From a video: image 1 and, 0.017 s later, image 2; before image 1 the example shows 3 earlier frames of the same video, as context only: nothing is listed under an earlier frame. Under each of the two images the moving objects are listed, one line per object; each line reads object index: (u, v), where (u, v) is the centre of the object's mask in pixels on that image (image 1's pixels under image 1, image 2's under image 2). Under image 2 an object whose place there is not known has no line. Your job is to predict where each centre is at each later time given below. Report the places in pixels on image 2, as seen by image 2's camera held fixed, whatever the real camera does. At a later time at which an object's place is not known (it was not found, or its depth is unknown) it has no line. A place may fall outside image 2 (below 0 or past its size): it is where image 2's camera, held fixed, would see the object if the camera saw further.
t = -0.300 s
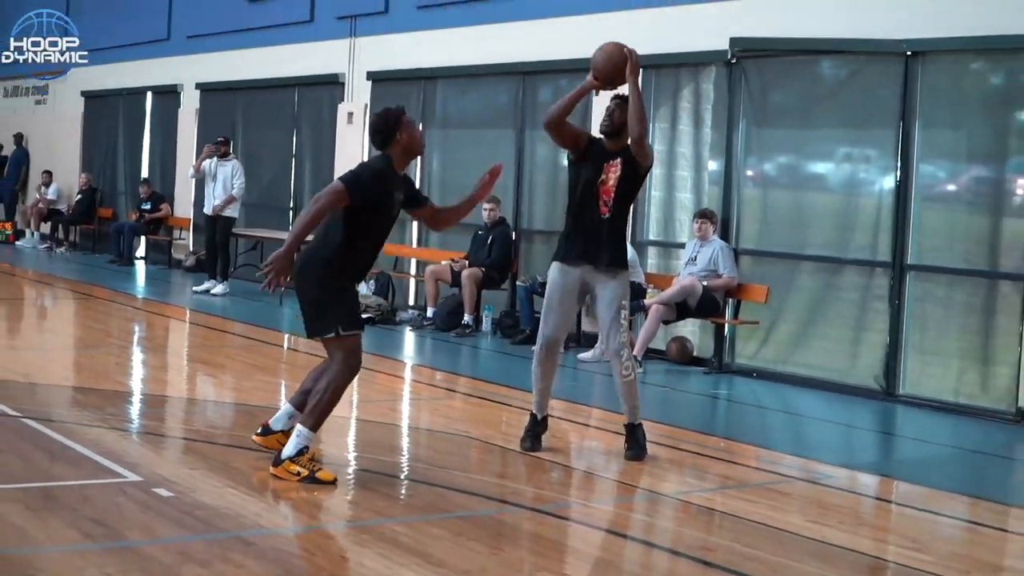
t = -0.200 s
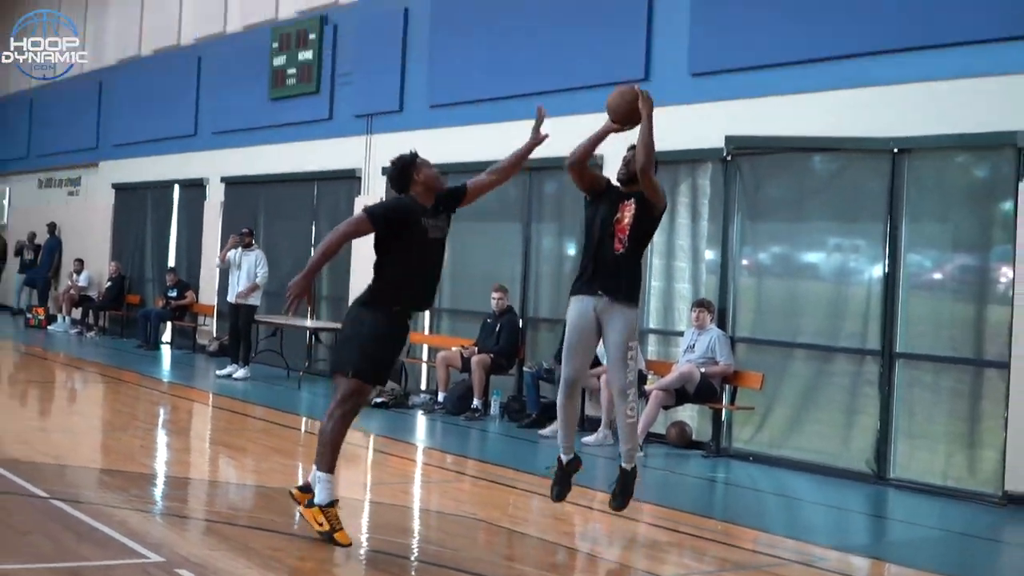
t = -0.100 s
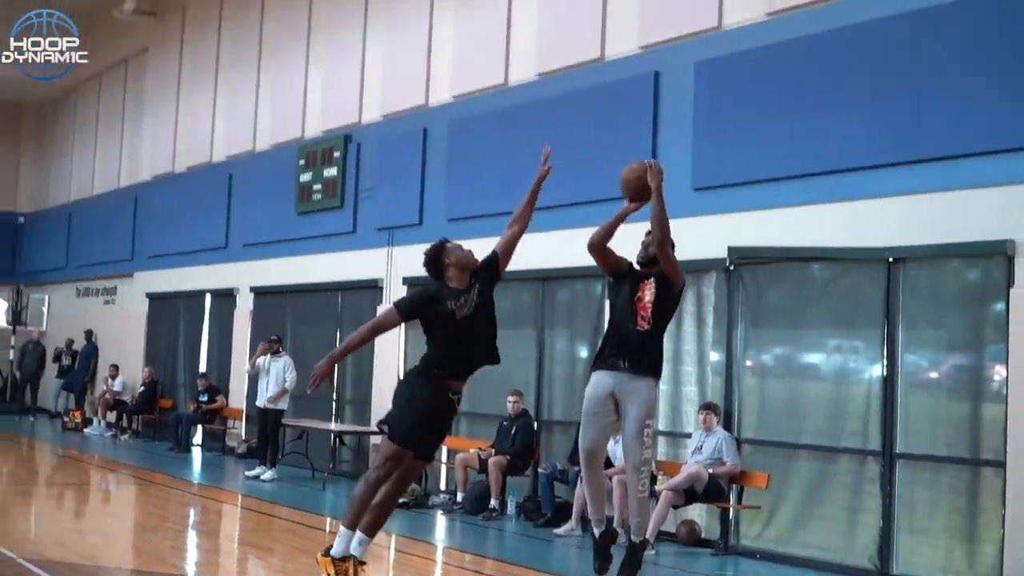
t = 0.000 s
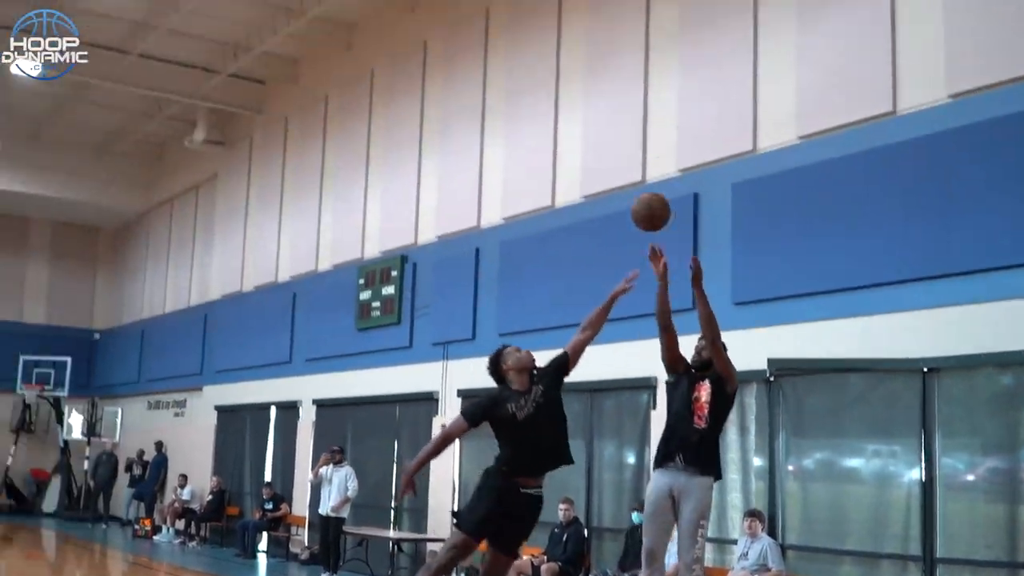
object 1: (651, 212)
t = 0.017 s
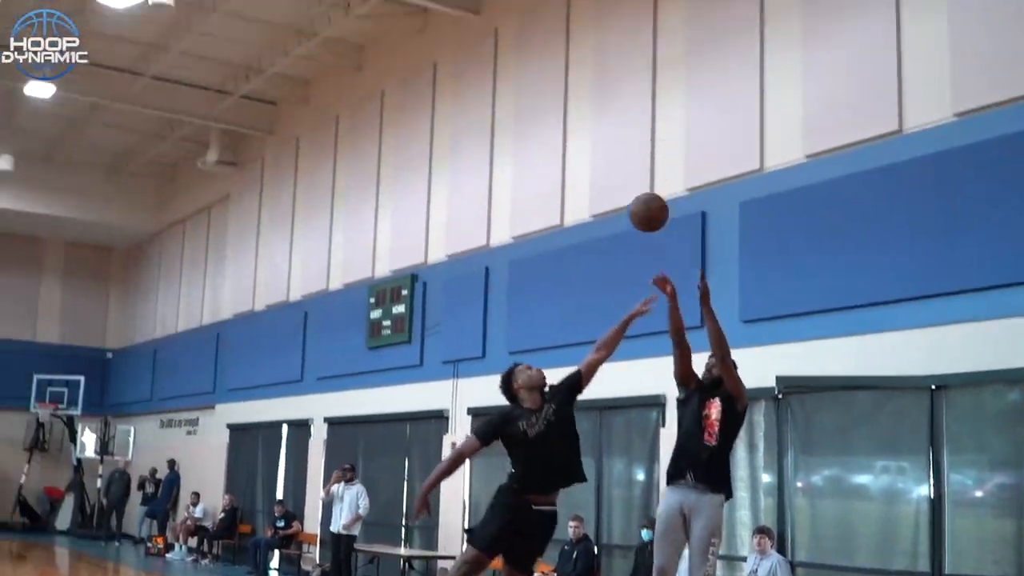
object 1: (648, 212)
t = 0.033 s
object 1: (636, 192)
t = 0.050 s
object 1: (626, 173)
